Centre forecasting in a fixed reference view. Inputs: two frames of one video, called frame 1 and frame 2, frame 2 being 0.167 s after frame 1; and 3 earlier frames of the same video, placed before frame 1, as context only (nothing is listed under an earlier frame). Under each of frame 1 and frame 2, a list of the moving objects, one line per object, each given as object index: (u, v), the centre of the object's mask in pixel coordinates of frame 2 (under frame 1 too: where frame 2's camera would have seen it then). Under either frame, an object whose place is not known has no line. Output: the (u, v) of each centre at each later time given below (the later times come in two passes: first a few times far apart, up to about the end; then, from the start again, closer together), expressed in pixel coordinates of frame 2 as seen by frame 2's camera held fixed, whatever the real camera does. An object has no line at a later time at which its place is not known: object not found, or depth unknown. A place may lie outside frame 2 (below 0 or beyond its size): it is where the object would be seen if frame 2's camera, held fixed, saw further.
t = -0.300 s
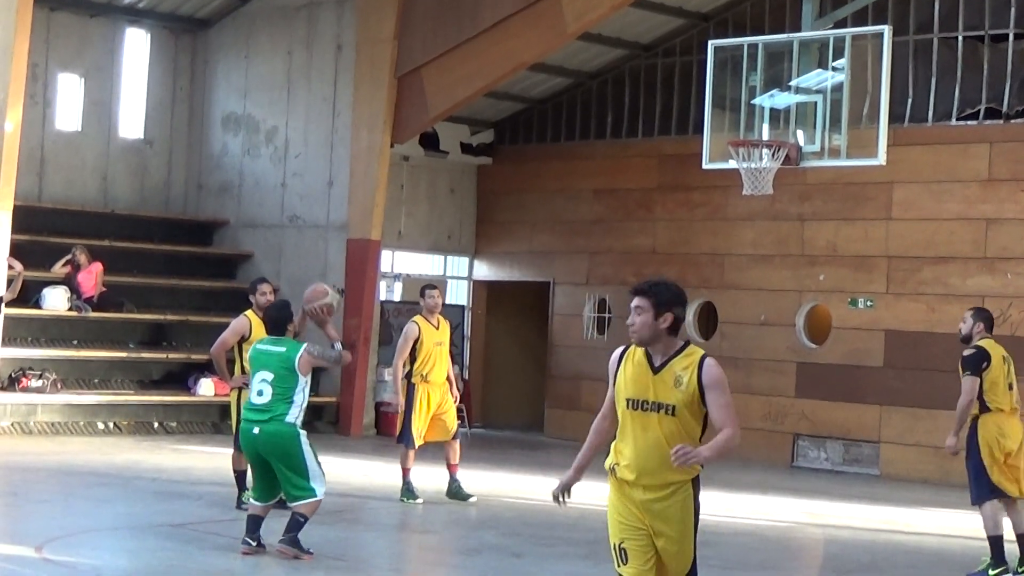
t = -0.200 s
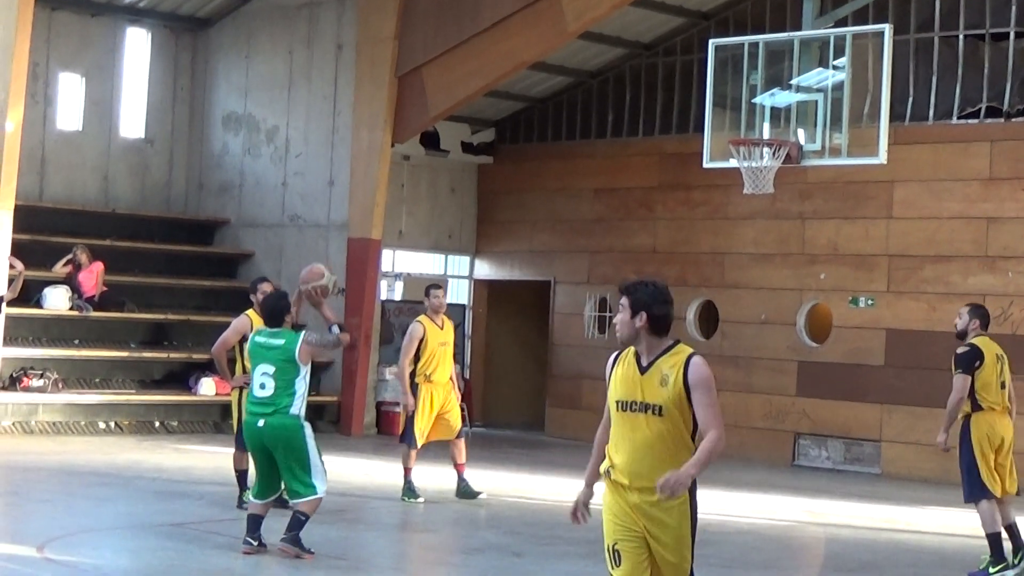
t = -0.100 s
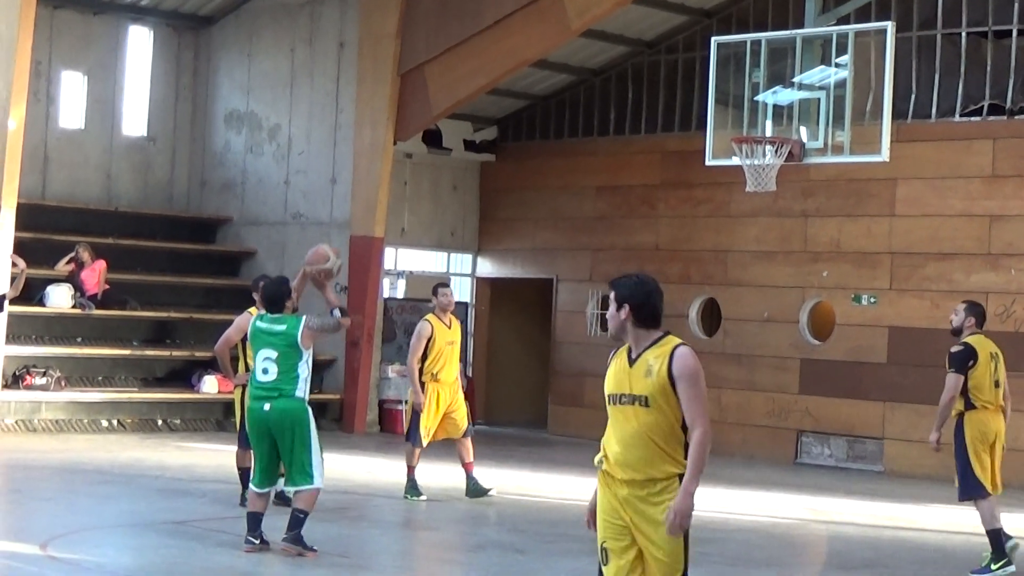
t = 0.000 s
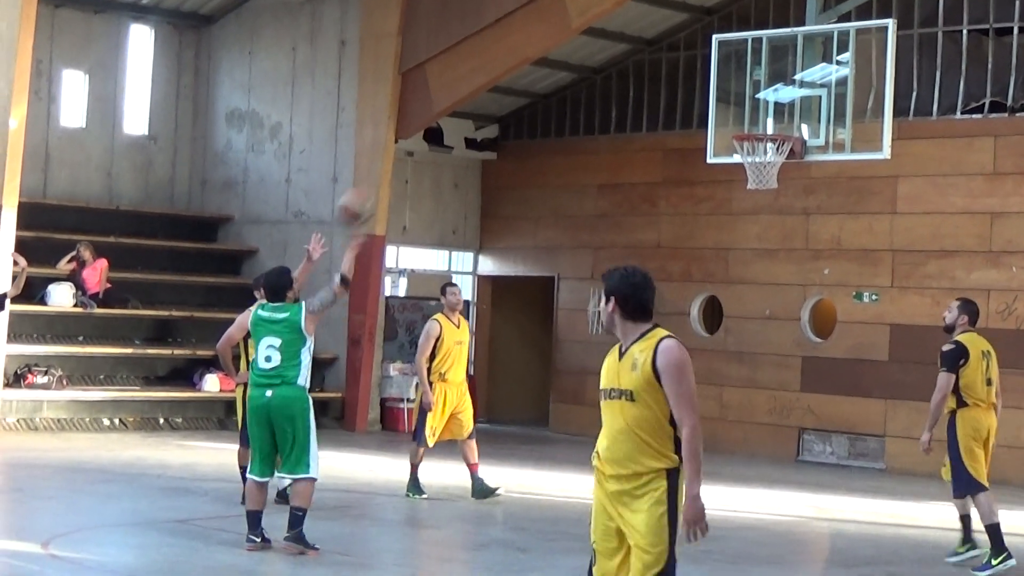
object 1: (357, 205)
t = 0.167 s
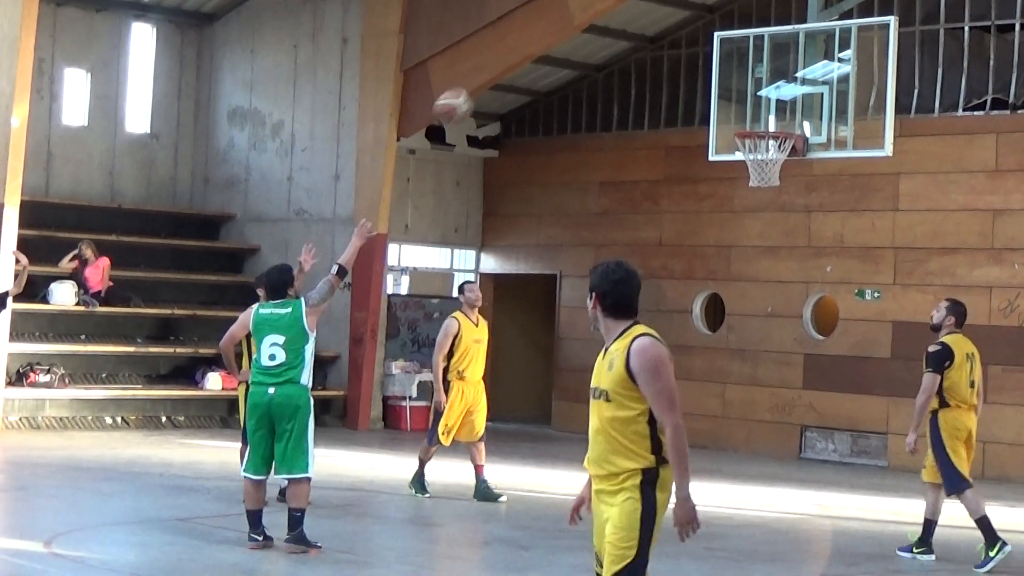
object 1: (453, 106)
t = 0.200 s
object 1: (471, 92)
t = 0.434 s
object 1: (586, 39)
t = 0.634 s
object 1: (673, 54)
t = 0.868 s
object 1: (755, 113)
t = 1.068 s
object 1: (779, 96)
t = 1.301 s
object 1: (804, 111)
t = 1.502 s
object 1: (799, 104)
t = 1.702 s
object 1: (801, 115)
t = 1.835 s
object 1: (812, 131)
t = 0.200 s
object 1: (471, 92)
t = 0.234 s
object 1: (488, 79)
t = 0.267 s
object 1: (505, 69)
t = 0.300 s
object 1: (522, 59)
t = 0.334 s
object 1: (538, 53)
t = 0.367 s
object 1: (554, 48)
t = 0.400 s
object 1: (570, 41)
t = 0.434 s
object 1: (586, 39)
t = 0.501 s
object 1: (616, 40)
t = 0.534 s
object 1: (631, 41)
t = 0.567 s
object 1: (645, 44)
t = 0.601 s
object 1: (659, 48)
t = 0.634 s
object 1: (673, 54)
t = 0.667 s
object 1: (687, 61)
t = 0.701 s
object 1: (699, 69)
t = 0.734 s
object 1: (713, 79)
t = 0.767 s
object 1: (726, 90)
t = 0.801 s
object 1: (738, 101)
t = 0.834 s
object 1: (750, 116)
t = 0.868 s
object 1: (755, 113)
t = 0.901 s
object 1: (760, 105)
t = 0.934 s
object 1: (764, 102)
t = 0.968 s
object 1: (768, 99)
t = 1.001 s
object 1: (771, 96)
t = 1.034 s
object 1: (775, 95)
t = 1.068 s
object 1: (779, 96)
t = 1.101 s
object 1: (783, 98)
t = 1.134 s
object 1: (786, 102)
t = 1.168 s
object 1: (789, 107)
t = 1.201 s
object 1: (793, 112)
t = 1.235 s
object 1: (796, 119)
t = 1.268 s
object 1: (801, 114)
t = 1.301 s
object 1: (804, 111)
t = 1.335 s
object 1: (809, 107)
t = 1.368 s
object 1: (807, 104)
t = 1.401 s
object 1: (805, 102)
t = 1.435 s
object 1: (803, 101)
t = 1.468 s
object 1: (801, 102)
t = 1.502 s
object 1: (799, 104)
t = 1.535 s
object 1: (796, 108)
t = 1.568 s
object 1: (794, 113)
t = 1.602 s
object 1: (793, 117)
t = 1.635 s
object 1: (795, 116)
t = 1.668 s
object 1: (798, 115)
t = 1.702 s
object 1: (801, 115)
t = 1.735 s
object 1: (804, 117)
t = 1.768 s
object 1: (806, 121)
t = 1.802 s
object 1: (809, 125)
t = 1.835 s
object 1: (812, 131)
